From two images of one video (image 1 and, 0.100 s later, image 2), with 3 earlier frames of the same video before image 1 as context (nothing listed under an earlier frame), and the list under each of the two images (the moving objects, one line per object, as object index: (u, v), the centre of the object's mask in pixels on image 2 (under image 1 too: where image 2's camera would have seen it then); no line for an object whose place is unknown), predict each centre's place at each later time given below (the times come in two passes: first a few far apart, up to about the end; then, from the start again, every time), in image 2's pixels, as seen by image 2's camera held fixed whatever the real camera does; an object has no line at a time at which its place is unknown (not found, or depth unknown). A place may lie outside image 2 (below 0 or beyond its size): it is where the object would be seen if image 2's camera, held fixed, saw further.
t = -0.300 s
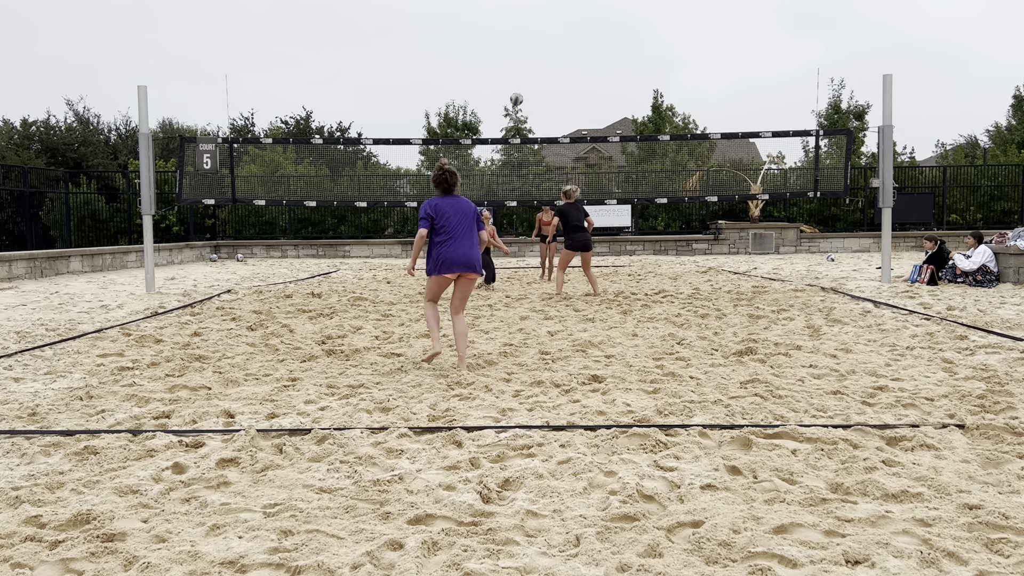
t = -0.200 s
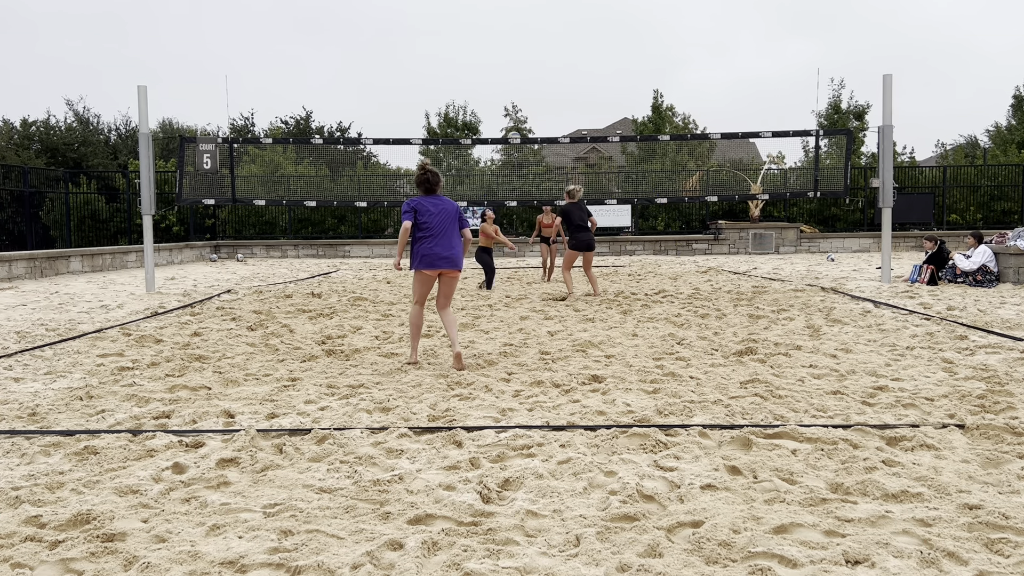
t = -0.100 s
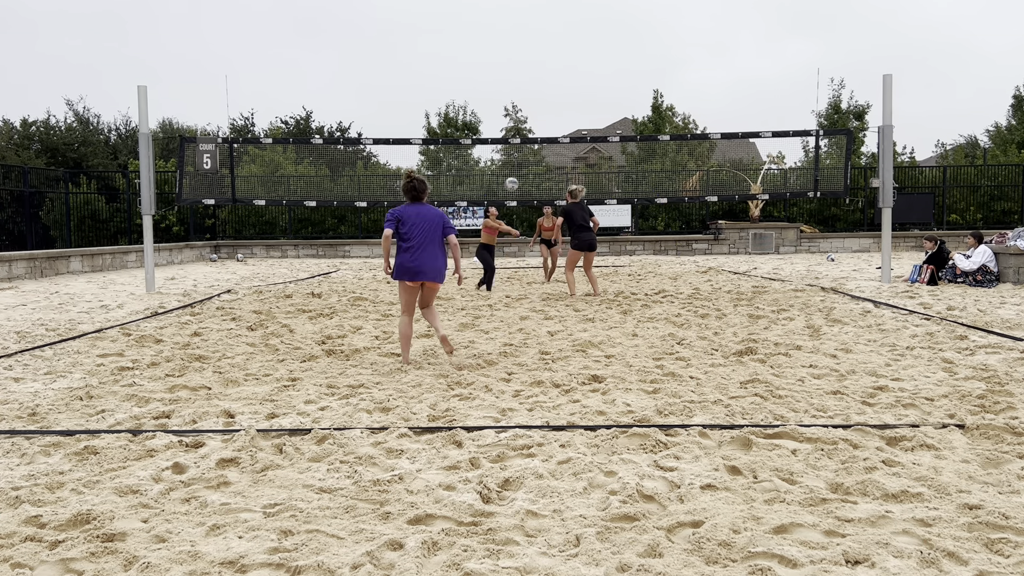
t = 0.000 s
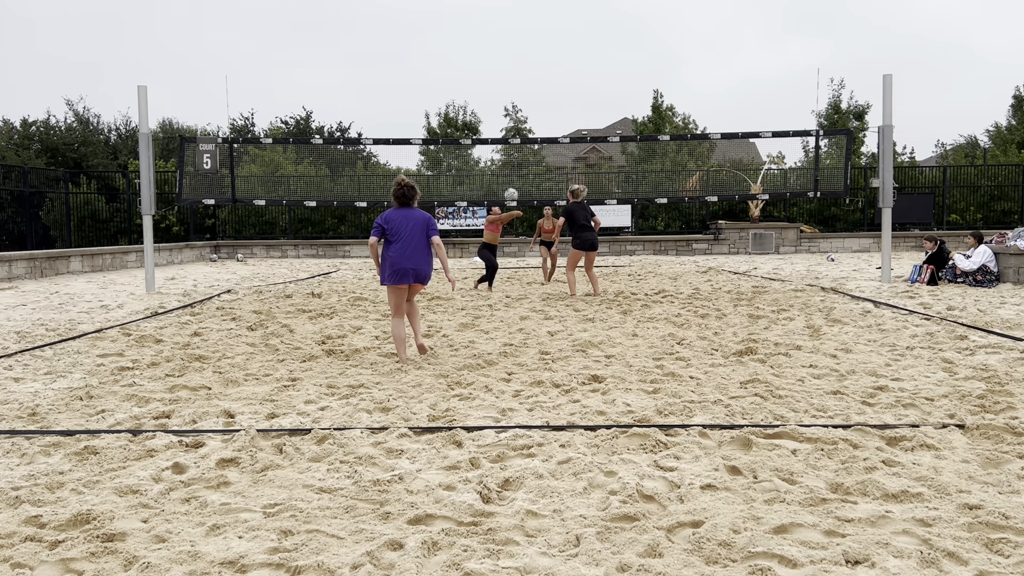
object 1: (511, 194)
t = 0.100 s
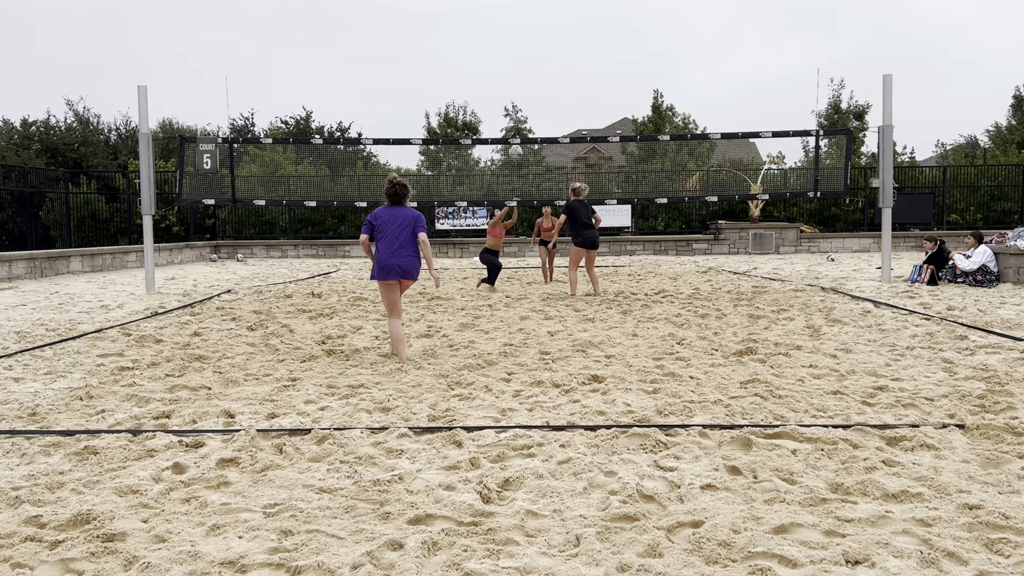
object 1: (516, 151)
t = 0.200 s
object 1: (521, 115)
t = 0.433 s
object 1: (531, 54)
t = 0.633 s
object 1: (541, 31)
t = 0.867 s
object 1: (552, 36)
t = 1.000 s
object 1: (558, 55)
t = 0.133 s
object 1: (516, 135)
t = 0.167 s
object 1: (518, 126)
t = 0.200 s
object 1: (521, 115)
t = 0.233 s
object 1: (521, 104)
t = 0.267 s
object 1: (523, 94)
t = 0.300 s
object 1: (525, 84)
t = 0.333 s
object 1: (526, 76)
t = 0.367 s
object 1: (528, 68)
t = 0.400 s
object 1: (529, 61)
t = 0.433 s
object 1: (531, 54)
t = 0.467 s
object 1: (533, 48)
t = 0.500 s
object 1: (534, 43)
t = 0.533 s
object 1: (536, 39)
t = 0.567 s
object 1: (537, 36)
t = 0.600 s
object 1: (539, 33)
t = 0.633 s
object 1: (541, 31)
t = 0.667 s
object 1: (542, 29)
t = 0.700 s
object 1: (544, 29)
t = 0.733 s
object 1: (545, 29)
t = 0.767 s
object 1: (547, 30)
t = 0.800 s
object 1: (549, 31)
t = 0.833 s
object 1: (550, 33)
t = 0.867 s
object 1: (552, 36)
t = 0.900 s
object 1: (553, 40)
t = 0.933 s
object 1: (555, 44)
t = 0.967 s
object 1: (557, 49)
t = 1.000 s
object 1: (558, 55)
